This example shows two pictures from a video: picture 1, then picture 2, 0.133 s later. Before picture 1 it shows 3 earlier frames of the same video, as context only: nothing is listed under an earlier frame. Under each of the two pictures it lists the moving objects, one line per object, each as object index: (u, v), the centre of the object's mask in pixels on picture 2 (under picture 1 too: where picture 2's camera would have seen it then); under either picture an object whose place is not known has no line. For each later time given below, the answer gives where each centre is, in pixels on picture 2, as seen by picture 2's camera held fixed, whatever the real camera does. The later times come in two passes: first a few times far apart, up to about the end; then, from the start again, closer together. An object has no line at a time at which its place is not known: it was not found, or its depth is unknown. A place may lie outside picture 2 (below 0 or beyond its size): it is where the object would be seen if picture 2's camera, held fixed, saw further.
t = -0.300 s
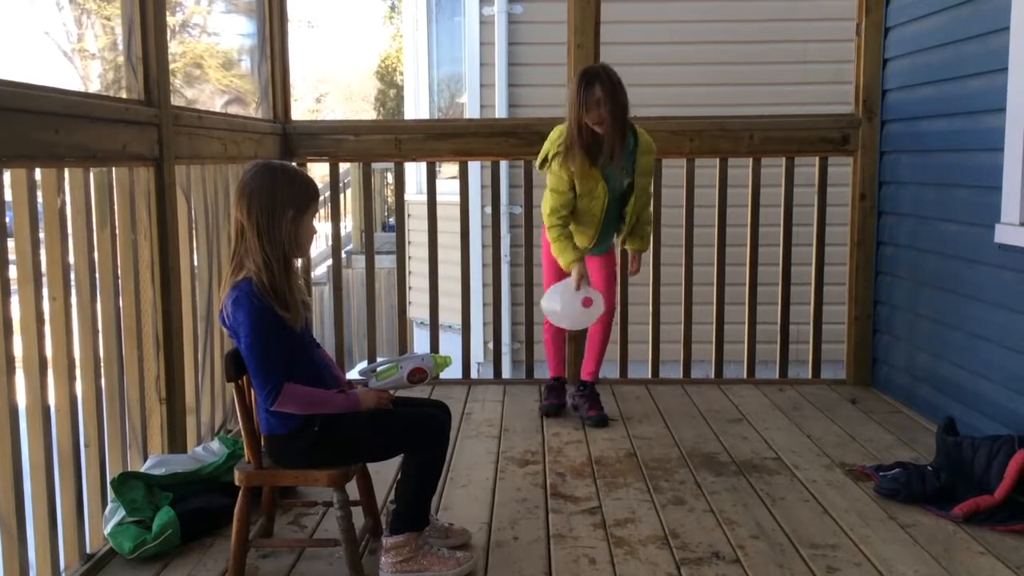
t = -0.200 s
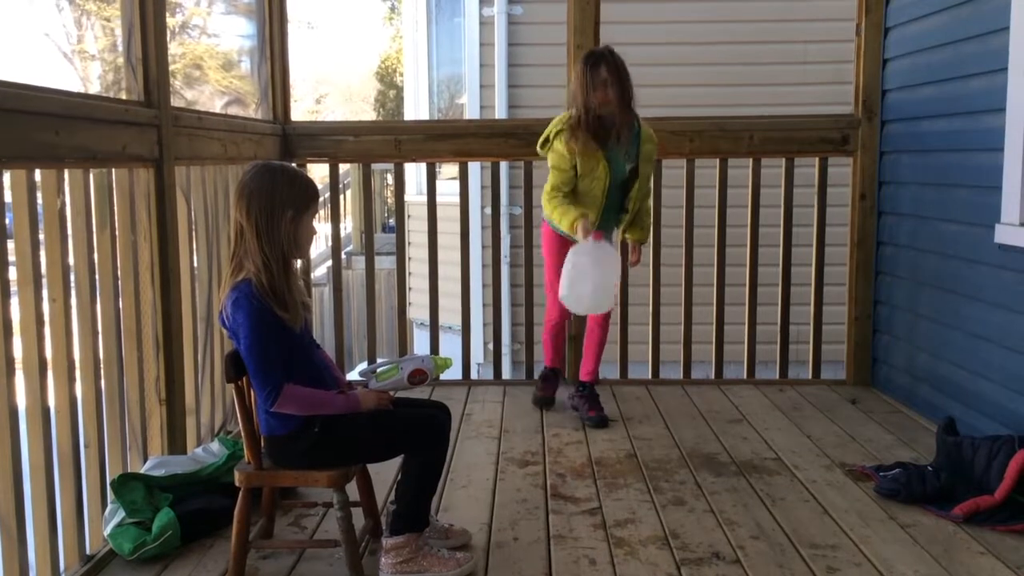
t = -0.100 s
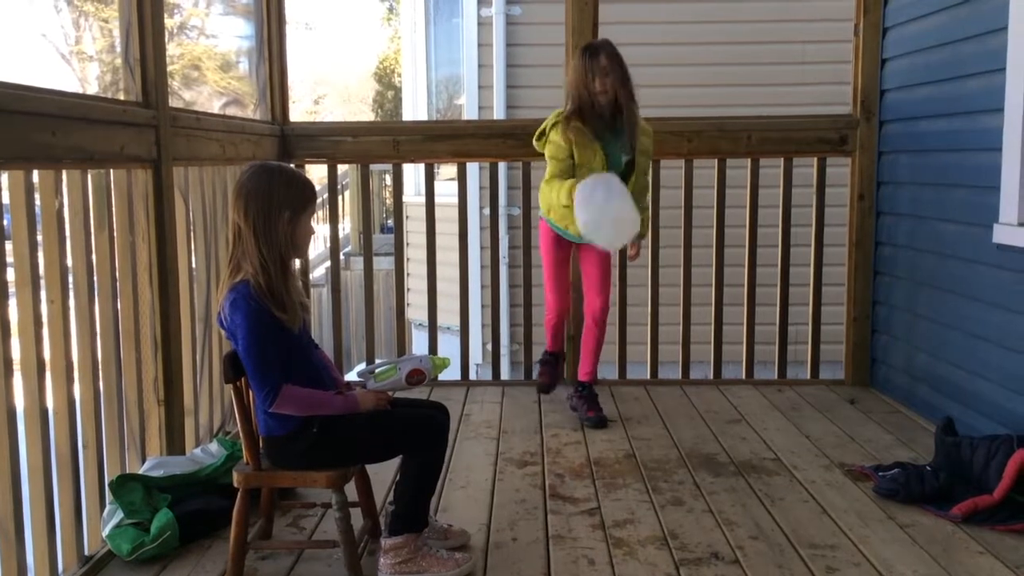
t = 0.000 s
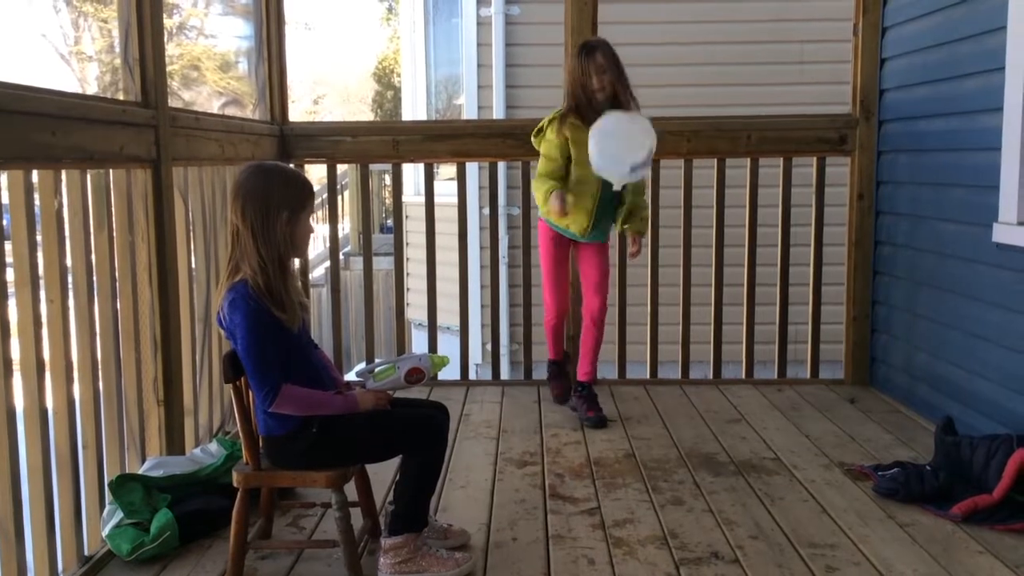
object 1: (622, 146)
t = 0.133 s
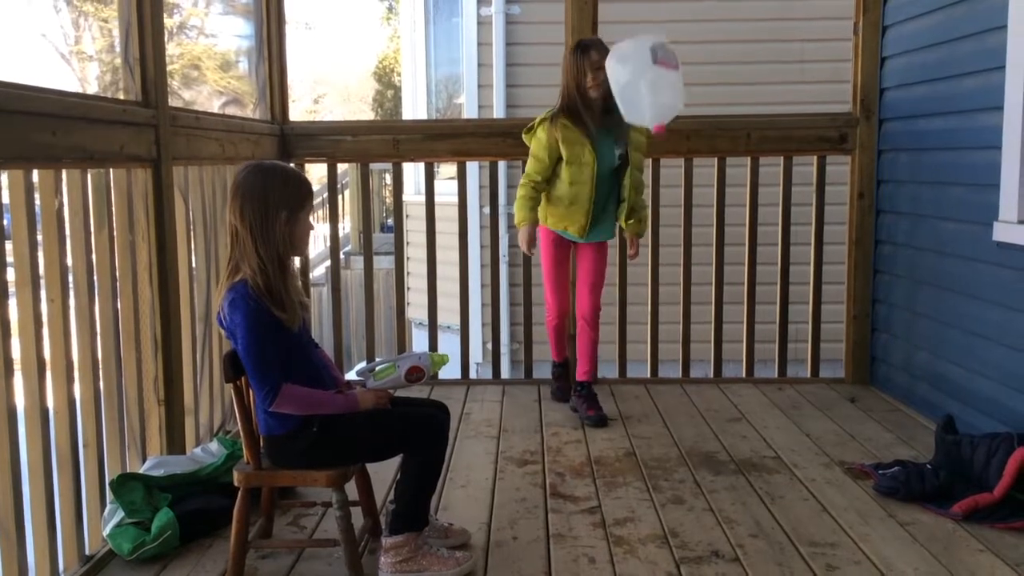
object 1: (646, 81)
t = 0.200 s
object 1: (656, 62)
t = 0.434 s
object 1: (698, 157)
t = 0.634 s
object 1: (740, 462)
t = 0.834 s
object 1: (749, 519)
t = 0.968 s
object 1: (749, 519)
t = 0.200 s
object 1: (656, 62)
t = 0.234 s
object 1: (662, 60)
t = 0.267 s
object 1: (668, 62)
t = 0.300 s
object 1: (674, 71)
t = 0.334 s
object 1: (679, 86)
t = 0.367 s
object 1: (684, 105)
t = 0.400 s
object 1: (691, 129)
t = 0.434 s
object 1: (698, 157)
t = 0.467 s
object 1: (706, 193)
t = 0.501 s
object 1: (712, 234)
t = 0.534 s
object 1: (719, 282)
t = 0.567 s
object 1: (726, 336)
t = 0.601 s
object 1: (733, 396)
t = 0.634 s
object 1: (740, 462)
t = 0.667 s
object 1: (747, 519)
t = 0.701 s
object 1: (749, 517)
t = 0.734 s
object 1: (749, 517)
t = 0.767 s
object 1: (749, 518)
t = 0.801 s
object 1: (749, 518)
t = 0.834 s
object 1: (749, 519)
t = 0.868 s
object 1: (749, 519)
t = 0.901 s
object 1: (749, 519)
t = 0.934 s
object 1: (749, 520)
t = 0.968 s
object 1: (749, 519)
